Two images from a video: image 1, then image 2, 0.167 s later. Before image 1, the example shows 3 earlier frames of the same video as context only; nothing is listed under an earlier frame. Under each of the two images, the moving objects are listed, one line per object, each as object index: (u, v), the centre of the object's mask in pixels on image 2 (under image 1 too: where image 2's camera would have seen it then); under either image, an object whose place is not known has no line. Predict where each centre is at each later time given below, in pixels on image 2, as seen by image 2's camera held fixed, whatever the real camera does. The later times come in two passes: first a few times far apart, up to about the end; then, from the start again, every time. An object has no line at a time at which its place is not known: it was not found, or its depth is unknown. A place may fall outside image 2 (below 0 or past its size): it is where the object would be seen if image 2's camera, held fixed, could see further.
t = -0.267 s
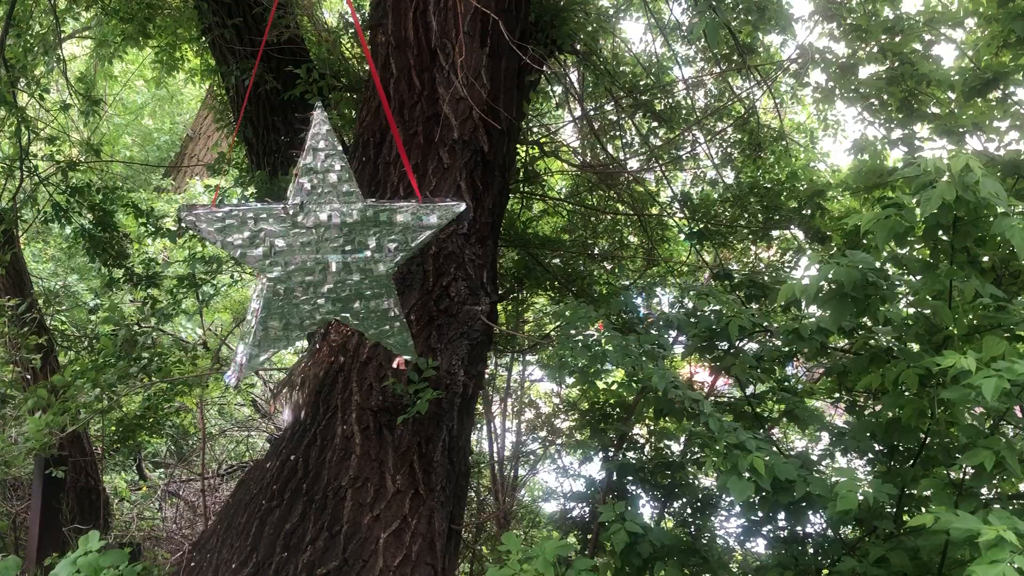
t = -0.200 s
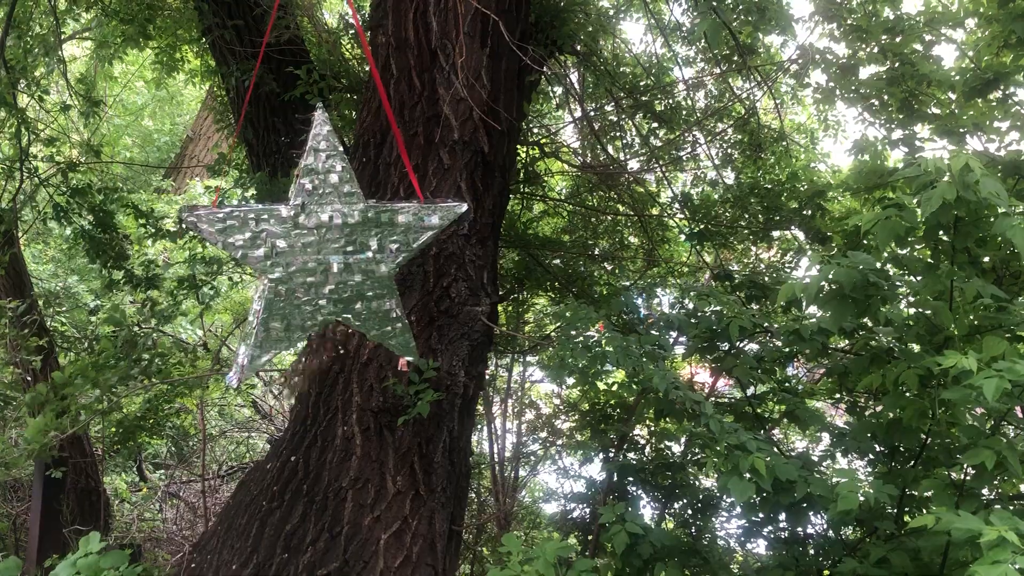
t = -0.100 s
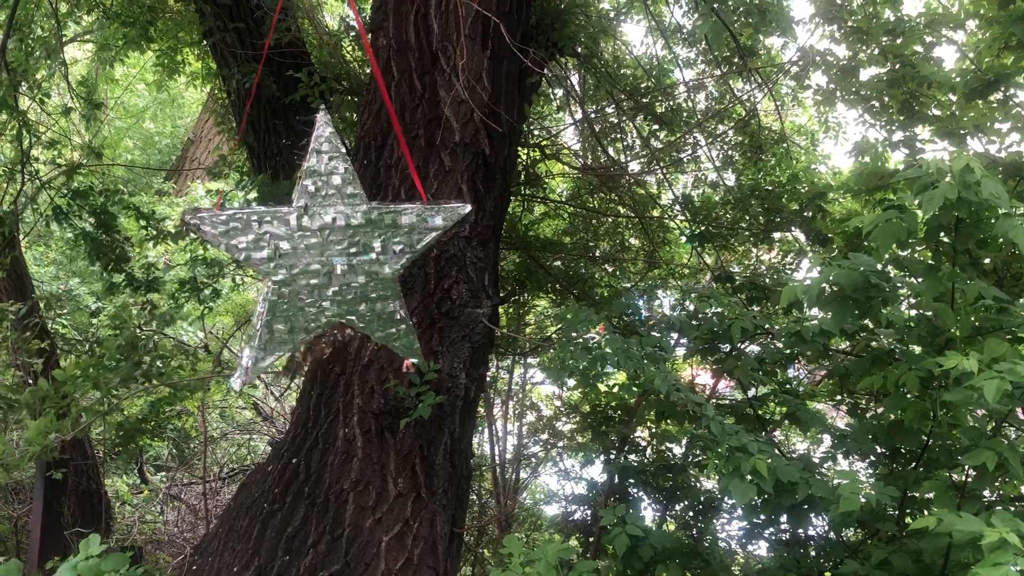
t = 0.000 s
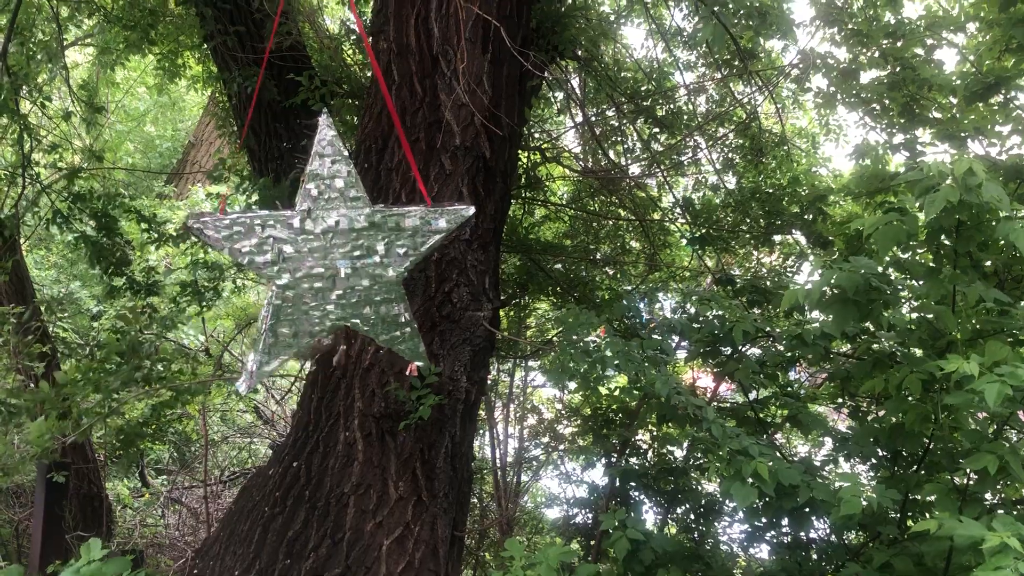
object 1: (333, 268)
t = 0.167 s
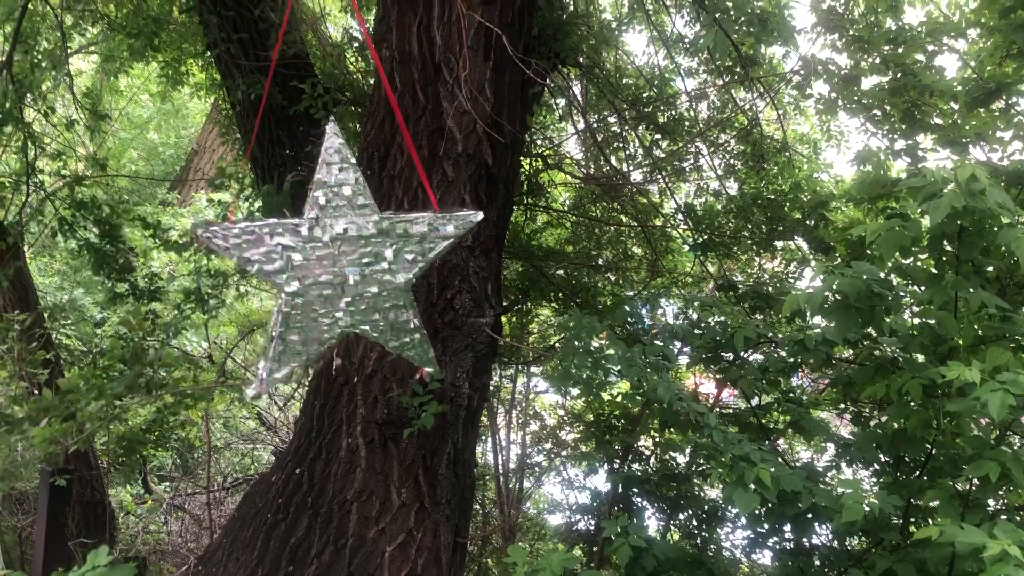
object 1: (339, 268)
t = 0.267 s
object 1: (341, 268)
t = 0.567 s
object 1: (346, 267)
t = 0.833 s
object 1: (345, 266)
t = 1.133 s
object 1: (340, 266)
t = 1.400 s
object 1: (338, 266)
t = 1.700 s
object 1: (338, 266)
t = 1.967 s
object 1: (339, 265)
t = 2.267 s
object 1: (343, 265)
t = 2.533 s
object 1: (344, 264)
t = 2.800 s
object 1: (341, 262)
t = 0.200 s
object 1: (340, 267)
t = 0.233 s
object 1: (340, 268)
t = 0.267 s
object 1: (341, 268)
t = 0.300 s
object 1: (342, 268)
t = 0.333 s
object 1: (342, 267)
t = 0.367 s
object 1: (344, 266)
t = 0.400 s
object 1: (344, 267)
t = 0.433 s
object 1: (345, 266)
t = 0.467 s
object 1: (345, 267)
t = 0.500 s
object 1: (345, 267)
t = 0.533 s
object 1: (346, 267)
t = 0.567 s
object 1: (346, 267)
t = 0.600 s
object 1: (347, 266)
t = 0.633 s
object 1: (347, 266)
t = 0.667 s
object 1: (346, 266)
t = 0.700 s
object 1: (346, 266)
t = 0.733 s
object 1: (346, 266)
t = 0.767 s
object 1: (346, 266)
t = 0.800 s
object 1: (346, 266)
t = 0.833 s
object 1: (345, 266)
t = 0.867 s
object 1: (345, 266)
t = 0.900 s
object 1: (344, 265)
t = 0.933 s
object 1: (344, 265)
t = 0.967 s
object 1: (343, 265)
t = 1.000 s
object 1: (342, 265)
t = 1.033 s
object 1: (342, 265)
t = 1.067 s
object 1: (341, 265)
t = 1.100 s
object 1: (341, 265)
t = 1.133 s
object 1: (340, 266)
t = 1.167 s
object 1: (340, 266)
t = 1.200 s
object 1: (340, 266)
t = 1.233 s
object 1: (339, 266)
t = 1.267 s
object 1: (339, 266)
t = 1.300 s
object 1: (338, 266)
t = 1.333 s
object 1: (338, 266)
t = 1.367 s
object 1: (338, 266)
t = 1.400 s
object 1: (338, 266)
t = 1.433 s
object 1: (338, 266)
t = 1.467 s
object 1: (338, 266)
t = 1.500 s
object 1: (338, 266)
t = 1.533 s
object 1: (337, 267)
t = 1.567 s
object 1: (337, 268)
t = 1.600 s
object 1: (338, 266)
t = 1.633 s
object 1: (338, 266)
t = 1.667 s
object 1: (338, 266)
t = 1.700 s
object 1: (338, 266)
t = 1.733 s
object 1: (338, 266)
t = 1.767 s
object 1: (338, 266)
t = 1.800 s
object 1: (338, 265)
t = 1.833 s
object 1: (339, 265)
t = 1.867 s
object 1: (339, 265)
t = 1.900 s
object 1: (339, 265)
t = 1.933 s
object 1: (339, 265)
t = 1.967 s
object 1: (339, 265)
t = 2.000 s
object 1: (340, 265)
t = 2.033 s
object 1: (340, 265)
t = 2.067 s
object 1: (340, 266)
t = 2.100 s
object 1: (340, 266)
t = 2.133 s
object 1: (341, 266)
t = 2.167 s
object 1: (341, 266)
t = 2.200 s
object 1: (342, 266)
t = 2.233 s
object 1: (342, 265)
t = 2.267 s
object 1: (343, 265)
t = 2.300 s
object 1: (343, 264)
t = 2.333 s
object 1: (343, 264)
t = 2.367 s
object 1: (344, 264)
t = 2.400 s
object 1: (344, 264)
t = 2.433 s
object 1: (344, 264)
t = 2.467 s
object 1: (345, 264)
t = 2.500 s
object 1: (345, 264)
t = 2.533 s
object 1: (344, 264)
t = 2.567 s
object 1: (344, 264)
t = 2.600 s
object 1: (344, 264)
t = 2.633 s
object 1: (344, 264)
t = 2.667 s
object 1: (343, 264)
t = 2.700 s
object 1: (343, 263)
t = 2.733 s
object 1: (342, 263)
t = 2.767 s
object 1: (341, 262)
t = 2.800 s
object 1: (341, 262)
